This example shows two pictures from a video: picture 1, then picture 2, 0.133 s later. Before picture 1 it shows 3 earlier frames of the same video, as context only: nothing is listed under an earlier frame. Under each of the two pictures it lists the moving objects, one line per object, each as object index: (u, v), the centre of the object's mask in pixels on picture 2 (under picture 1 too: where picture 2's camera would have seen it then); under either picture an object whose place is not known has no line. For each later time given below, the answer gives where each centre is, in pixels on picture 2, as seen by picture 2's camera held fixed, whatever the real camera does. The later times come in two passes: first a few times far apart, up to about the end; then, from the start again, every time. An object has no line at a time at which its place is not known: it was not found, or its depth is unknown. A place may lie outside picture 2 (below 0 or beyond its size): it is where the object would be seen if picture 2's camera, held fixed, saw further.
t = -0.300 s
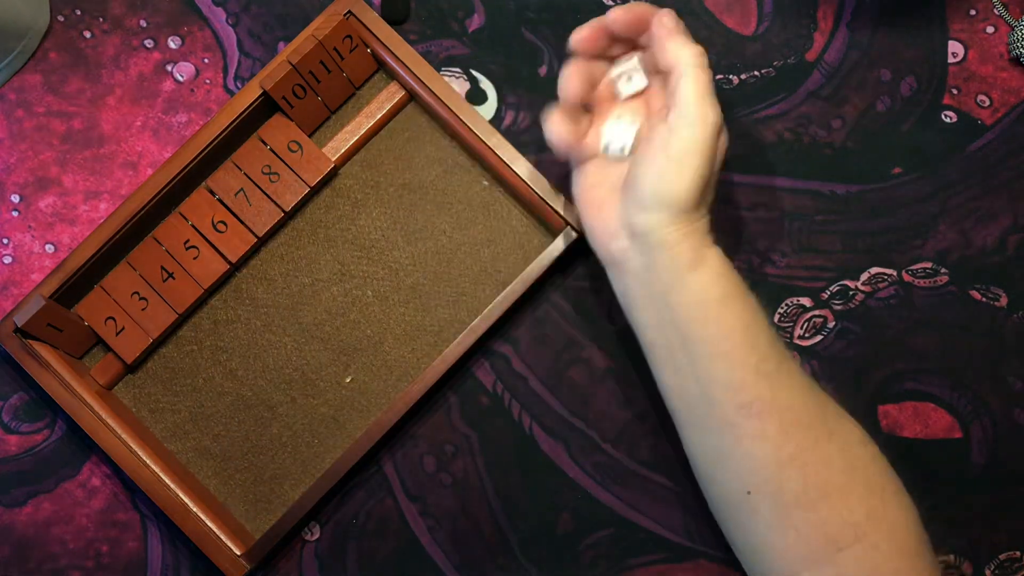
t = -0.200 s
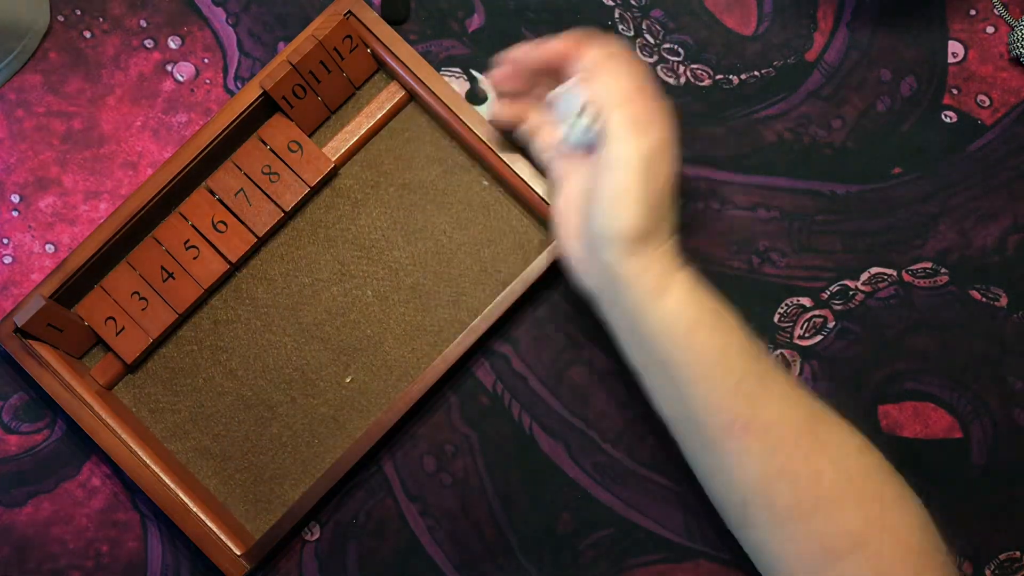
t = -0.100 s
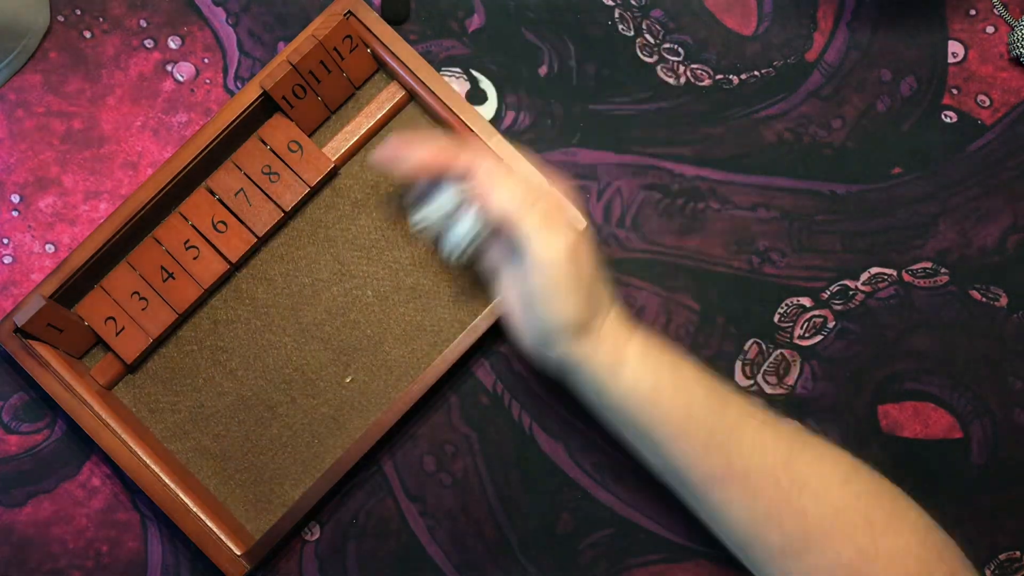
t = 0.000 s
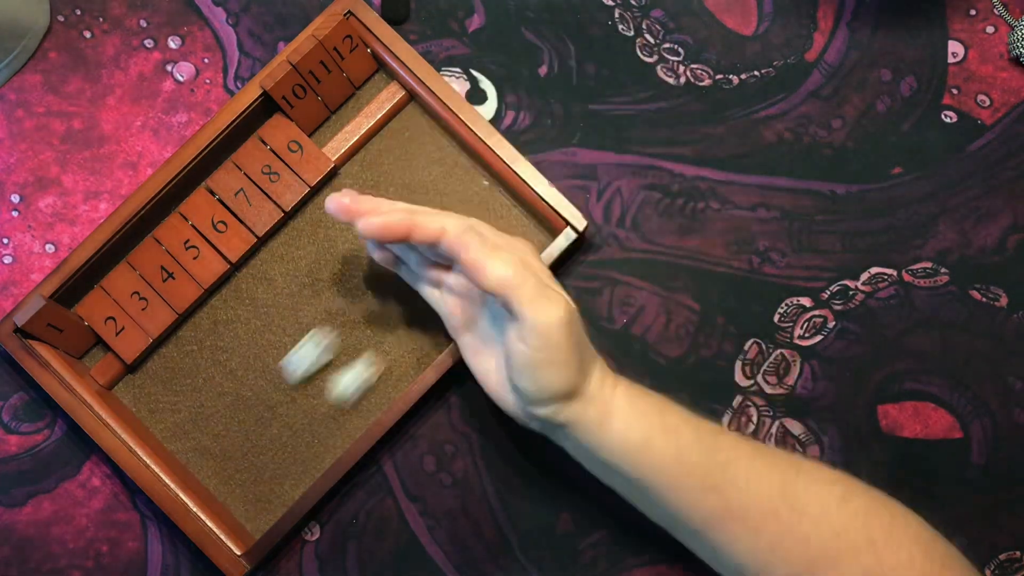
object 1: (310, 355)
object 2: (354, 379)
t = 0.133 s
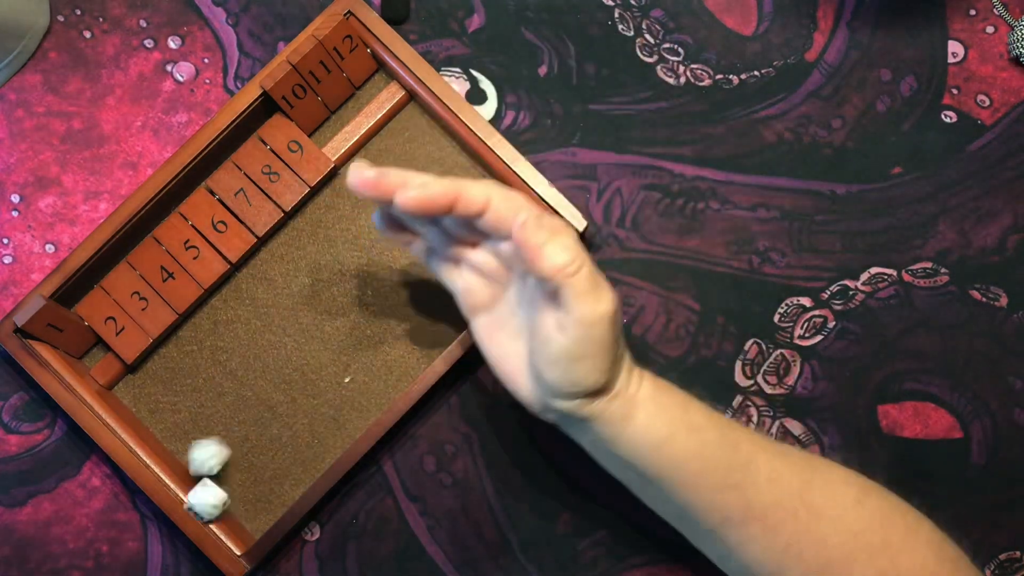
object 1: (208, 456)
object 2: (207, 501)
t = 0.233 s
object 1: (242, 430)
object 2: (247, 472)
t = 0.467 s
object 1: (273, 384)
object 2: (313, 447)
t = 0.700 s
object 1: (273, 384)
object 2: (318, 446)
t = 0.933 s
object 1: (273, 384)
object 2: (318, 446)
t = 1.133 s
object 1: (273, 384)
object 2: (318, 446)
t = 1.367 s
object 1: (273, 384)
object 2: (318, 446)
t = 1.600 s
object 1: (273, 384)
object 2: (318, 446)
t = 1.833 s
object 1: (273, 384)
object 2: (318, 446)
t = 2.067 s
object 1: (273, 384)
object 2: (318, 446)
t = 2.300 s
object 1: (273, 384)
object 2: (318, 446)
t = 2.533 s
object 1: (273, 384)
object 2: (318, 446)
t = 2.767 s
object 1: (273, 384)
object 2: (318, 446)
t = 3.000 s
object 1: (273, 385)
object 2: (318, 446)
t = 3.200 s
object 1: (273, 383)
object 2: (319, 444)
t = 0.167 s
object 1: (221, 450)
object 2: (212, 495)
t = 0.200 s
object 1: (234, 439)
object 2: (227, 484)
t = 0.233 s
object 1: (242, 430)
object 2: (247, 472)
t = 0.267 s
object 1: (254, 420)
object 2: (257, 472)
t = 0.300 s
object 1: (259, 409)
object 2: (271, 470)
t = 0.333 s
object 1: (262, 398)
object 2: (285, 467)
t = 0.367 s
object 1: (264, 390)
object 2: (297, 462)
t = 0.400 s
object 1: (269, 386)
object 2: (306, 457)
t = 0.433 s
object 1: (273, 385)
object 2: (311, 452)
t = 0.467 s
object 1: (273, 384)
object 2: (313, 447)
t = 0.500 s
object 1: (273, 384)
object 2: (315, 447)
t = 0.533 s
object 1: (273, 385)
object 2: (317, 446)
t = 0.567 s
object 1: (273, 384)
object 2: (318, 446)
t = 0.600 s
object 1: (273, 384)
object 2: (318, 446)
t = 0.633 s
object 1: (273, 384)
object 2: (318, 446)
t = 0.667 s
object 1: (273, 384)
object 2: (318, 446)
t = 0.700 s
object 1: (273, 384)
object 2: (318, 446)
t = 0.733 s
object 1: (273, 384)
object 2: (318, 446)
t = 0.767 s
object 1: (273, 384)
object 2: (318, 446)
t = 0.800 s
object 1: (273, 384)
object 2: (318, 446)
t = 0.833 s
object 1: (273, 384)
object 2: (318, 446)
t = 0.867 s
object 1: (273, 384)
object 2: (318, 446)
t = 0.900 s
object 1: (273, 384)
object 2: (318, 446)
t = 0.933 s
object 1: (273, 384)
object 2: (318, 446)
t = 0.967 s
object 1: (273, 384)
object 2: (318, 446)
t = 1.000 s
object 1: (273, 384)
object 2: (318, 446)
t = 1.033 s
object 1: (273, 384)
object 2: (318, 446)
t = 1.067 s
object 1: (273, 384)
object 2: (318, 446)
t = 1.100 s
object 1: (273, 384)
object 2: (318, 446)
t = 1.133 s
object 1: (273, 384)
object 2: (318, 446)
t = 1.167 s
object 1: (273, 384)
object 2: (318, 446)
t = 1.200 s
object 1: (273, 384)
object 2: (318, 446)
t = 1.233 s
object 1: (273, 384)
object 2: (318, 446)
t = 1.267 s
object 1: (273, 384)
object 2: (318, 446)
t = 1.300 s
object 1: (273, 384)
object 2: (318, 446)
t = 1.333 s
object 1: (273, 384)
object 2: (318, 446)
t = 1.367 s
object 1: (273, 384)
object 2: (318, 446)
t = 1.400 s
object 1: (273, 384)
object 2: (318, 446)
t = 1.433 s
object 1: (273, 384)
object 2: (318, 446)
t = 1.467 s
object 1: (273, 384)
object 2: (318, 446)
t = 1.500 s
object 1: (273, 384)
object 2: (318, 446)
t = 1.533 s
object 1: (273, 384)
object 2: (318, 446)
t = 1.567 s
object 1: (273, 384)
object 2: (318, 446)
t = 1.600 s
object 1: (273, 384)
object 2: (318, 446)
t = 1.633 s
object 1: (273, 384)
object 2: (318, 446)
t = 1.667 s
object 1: (273, 384)
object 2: (318, 446)
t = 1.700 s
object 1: (273, 384)
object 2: (318, 446)
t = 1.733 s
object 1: (273, 384)
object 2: (318, 446)
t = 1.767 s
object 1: (273, 384)
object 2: (318, 446)
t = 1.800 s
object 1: (273, 384)
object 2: (318, 446)
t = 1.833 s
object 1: (273, 384)
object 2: (318, 446)
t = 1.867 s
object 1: (273, 384)
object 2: (318, 446)
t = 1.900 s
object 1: (273, 384)
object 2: (318, 446)
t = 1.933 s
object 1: (273, 384)
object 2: (318, 446)
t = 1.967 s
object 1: (273, 384)
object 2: (318, 446)
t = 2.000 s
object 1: (273, 384)
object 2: (318, 446)
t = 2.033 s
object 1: (273, 384)
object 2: (318, 446)
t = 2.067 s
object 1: (273, 384)
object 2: (318, 446)
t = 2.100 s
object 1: (273, 384)
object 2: (318, 446)
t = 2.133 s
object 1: (273, 384)
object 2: (318, 446)
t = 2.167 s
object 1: (273, 384)
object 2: (318, 446)
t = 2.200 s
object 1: (273, 384)
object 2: (318, 446)
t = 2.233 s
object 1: (273, 384)
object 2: (318, 446)
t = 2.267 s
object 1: (273, 384)
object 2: (318, 446)
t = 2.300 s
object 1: (273, 384)
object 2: (318, 446)
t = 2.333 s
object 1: (273, 384)
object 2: (318, 446)
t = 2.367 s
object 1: (273, 384)
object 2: (318, 446)
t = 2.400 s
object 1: (273, 384)
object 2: (318, 446)
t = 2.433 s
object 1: (273, 384)
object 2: (318, 446)
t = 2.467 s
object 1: (273, 384)
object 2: (318, 446)
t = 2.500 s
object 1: (273, 384)
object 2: (318, 446)
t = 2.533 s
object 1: (273, 384)
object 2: (318, 446)
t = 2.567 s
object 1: (273, 384)
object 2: (318, 446)
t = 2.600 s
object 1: (273, 384)
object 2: (318, 446)
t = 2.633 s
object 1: (273, 384)
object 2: (318, 446)
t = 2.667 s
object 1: (273, 384)
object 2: (318, 446)
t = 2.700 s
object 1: (273, 384)
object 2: (318, 446)
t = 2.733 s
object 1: (273, 384)
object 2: (318, 446)
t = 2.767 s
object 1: (273, 384)
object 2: (318, 446)
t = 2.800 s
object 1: (273, 384)
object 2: (318, 446)
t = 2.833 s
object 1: (273, 385)
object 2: (318, 446)
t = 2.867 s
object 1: (273, 384)
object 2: (318, 446)
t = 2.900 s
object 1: (273, 384)
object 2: (318, 446)
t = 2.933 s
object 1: (273, 385)
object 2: (318, 446)
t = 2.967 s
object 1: (273, 385)
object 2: (318, 446)
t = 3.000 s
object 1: (273, 385)
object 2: (318, 446)
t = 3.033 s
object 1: (273, 385)
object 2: (318, 446)
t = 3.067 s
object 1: (273, 384)
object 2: (318, 446)
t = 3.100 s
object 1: (273, 384)
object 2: (318, 446)
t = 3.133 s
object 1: (272, 384)
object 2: (318, 445)
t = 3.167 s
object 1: (273, 383)
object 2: (318, 444)
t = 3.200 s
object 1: (273, 383)
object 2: (319, 444)
